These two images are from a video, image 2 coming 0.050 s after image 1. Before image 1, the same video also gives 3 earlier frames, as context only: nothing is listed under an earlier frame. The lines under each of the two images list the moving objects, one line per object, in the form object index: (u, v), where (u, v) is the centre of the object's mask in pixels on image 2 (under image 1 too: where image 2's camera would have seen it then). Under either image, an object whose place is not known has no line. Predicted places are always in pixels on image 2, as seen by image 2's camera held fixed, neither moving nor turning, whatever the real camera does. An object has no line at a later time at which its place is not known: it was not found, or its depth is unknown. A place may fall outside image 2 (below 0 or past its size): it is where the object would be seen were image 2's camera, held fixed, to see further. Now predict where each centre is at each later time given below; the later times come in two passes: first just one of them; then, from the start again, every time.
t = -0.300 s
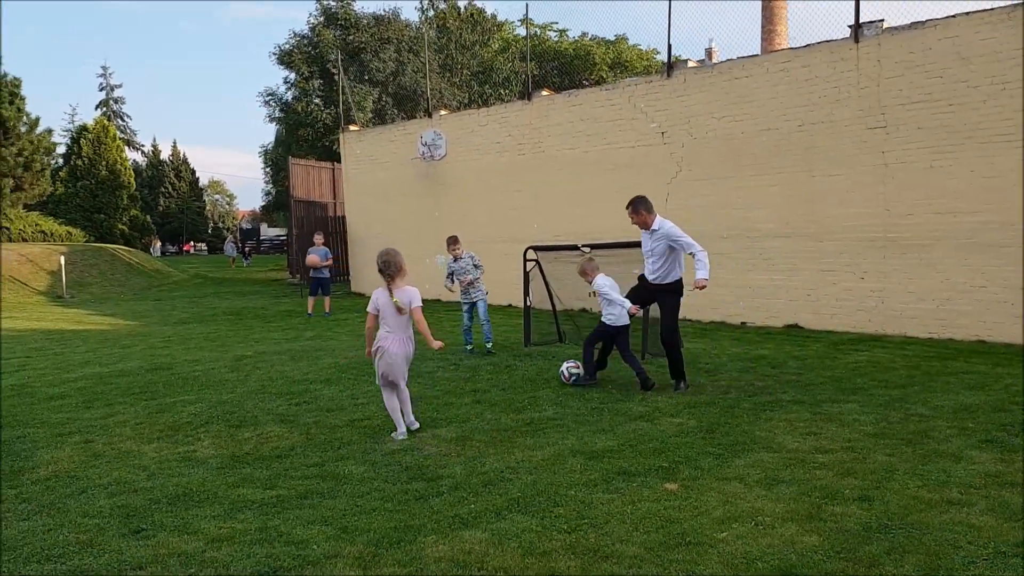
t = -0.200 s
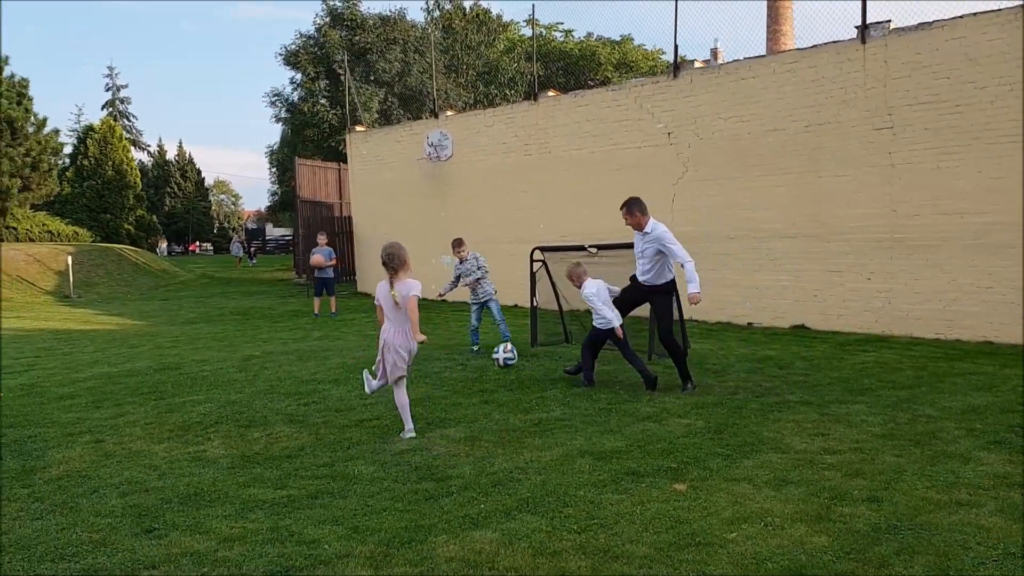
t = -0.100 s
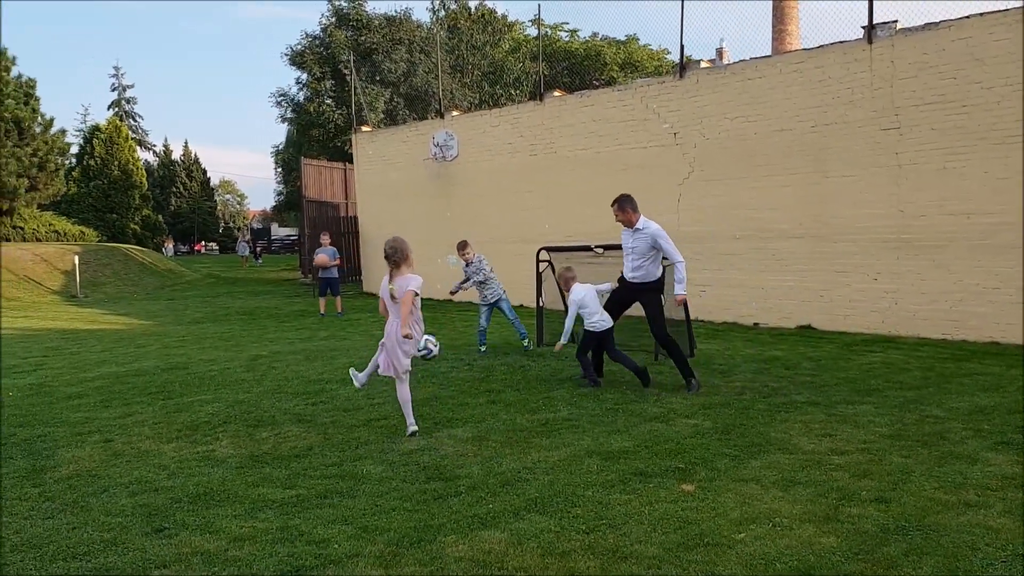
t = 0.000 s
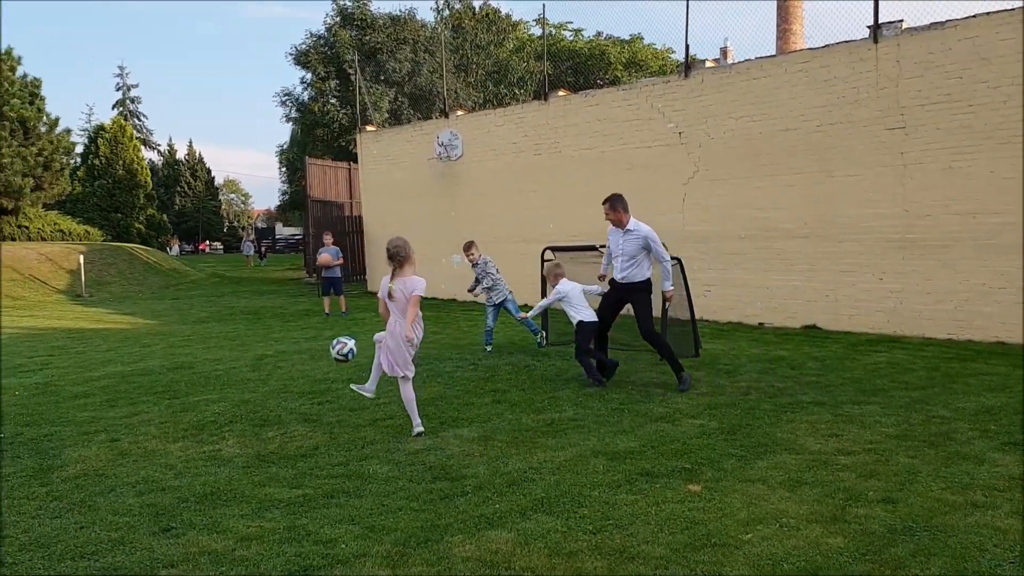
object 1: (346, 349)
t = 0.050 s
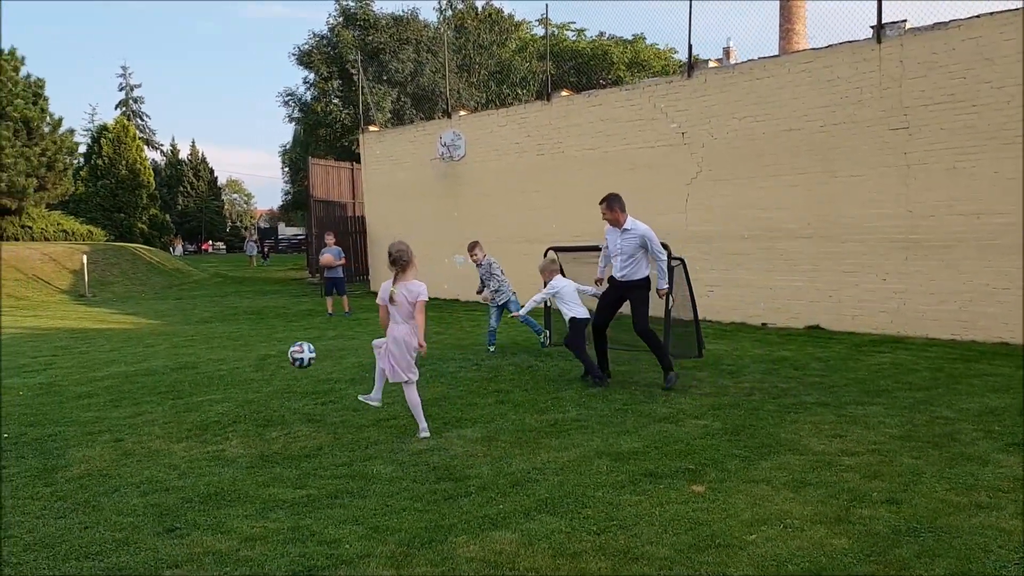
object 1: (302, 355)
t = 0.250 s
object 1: (120, 404)
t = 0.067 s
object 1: (287, 357)
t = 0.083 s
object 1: (272, 360)
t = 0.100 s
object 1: (257, 363)
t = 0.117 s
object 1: (242, 367)
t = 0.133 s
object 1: (227, 371)
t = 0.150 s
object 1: (212, 375)
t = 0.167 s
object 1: (197, 379)
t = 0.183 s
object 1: (181, 384)
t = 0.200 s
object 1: (165, 389)
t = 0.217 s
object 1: (150, 395)
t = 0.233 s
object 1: (134, 401)
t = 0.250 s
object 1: (120, 404)
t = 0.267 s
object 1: (109, 403)
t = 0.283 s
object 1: (99, 401)
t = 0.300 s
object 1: (89, 399)
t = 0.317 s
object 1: (78, 398)
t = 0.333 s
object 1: (67, 397)
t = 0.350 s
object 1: (57, 396)
